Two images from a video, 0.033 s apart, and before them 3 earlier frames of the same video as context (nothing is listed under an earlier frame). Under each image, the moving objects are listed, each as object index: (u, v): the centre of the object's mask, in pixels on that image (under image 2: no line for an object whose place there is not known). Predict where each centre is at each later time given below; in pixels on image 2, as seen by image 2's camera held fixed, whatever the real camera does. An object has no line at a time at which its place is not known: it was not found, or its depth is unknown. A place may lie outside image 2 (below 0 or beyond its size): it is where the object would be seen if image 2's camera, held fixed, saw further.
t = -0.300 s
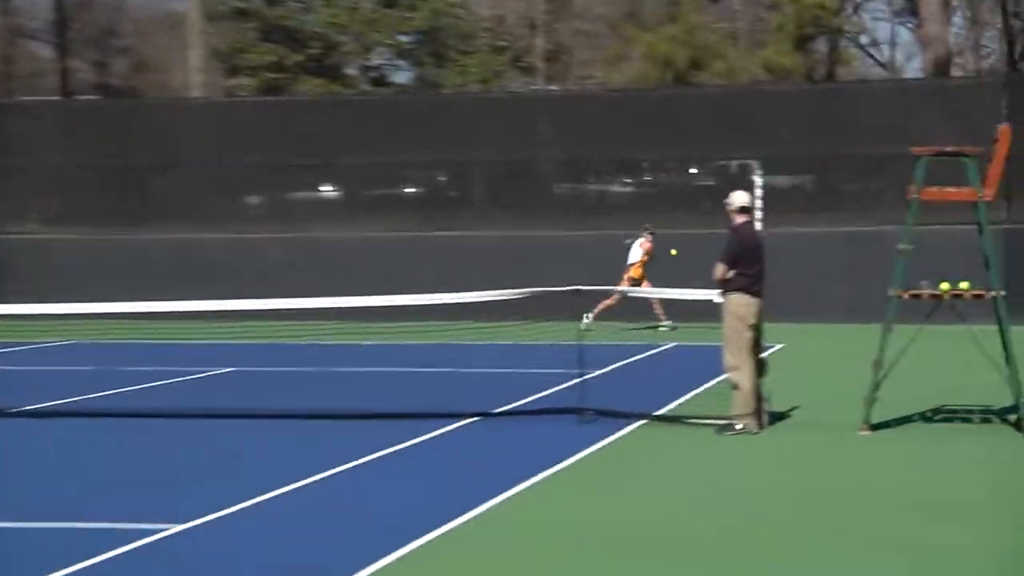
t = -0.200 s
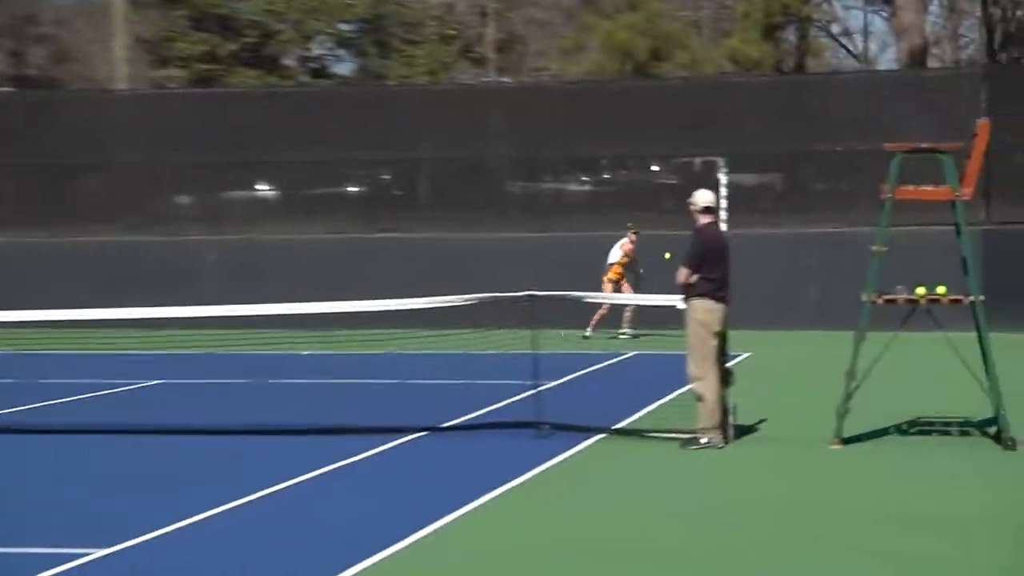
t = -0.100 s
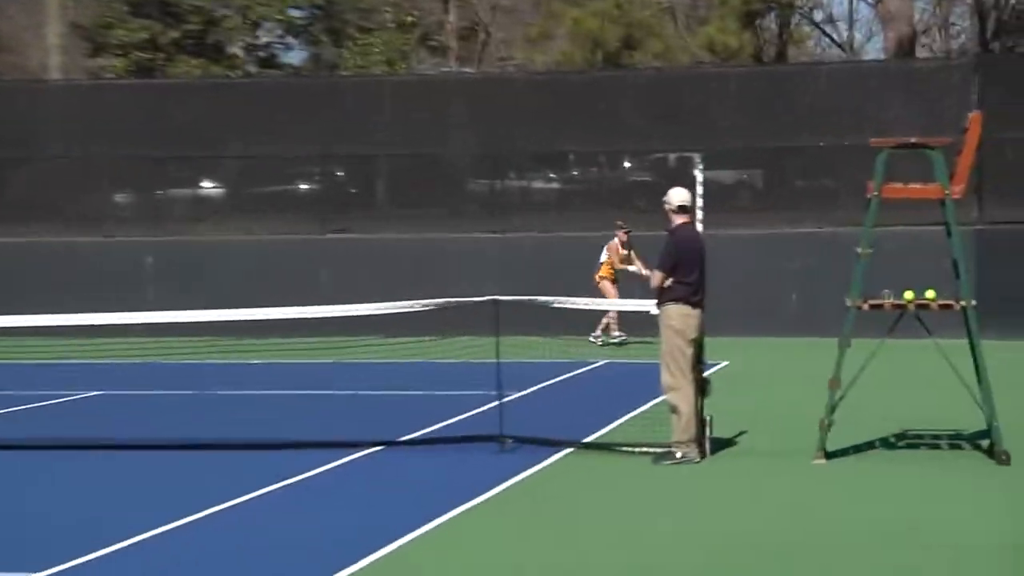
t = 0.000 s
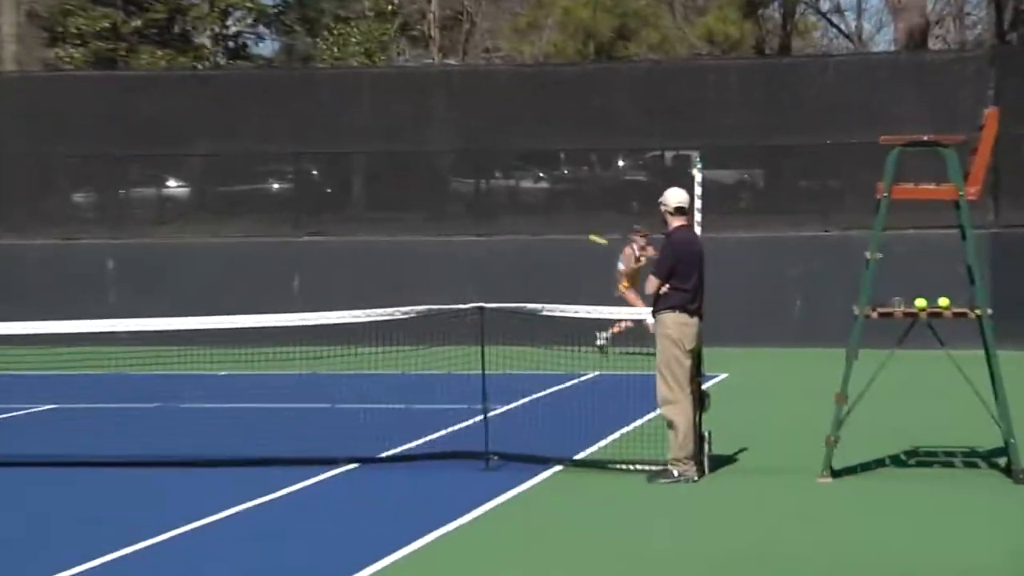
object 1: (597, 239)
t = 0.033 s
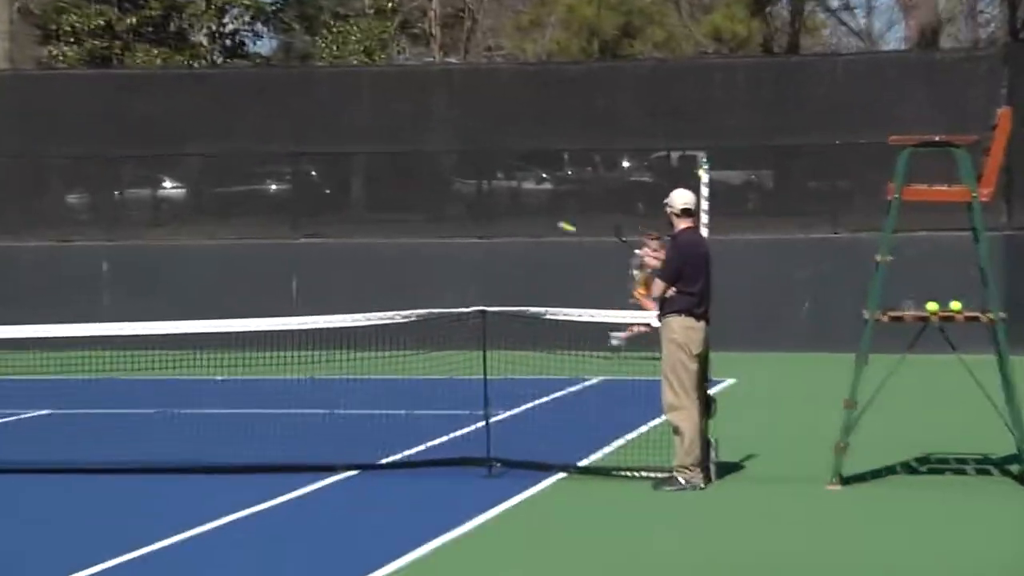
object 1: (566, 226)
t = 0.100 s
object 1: (492, 198)
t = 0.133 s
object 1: (453, 184)
